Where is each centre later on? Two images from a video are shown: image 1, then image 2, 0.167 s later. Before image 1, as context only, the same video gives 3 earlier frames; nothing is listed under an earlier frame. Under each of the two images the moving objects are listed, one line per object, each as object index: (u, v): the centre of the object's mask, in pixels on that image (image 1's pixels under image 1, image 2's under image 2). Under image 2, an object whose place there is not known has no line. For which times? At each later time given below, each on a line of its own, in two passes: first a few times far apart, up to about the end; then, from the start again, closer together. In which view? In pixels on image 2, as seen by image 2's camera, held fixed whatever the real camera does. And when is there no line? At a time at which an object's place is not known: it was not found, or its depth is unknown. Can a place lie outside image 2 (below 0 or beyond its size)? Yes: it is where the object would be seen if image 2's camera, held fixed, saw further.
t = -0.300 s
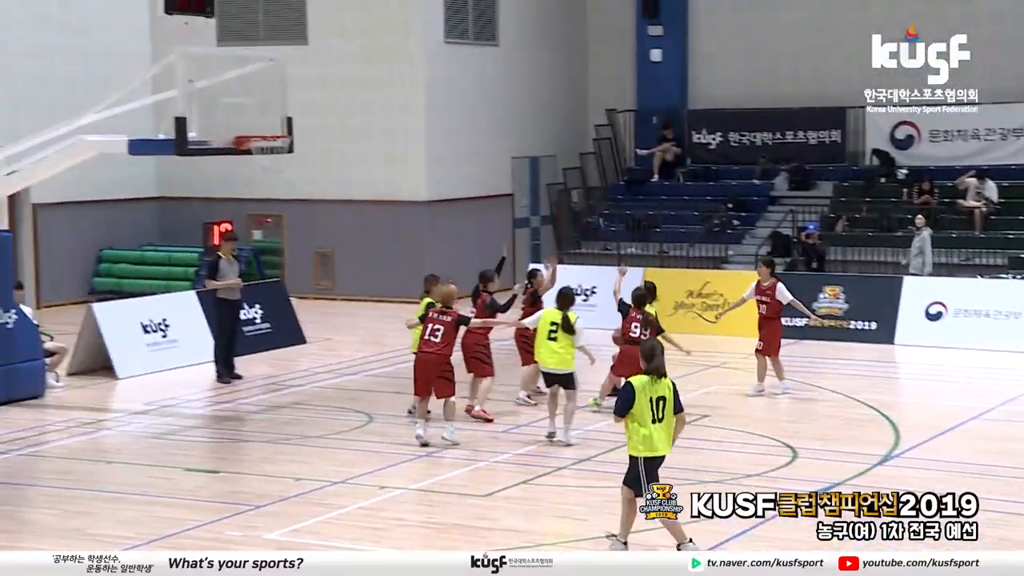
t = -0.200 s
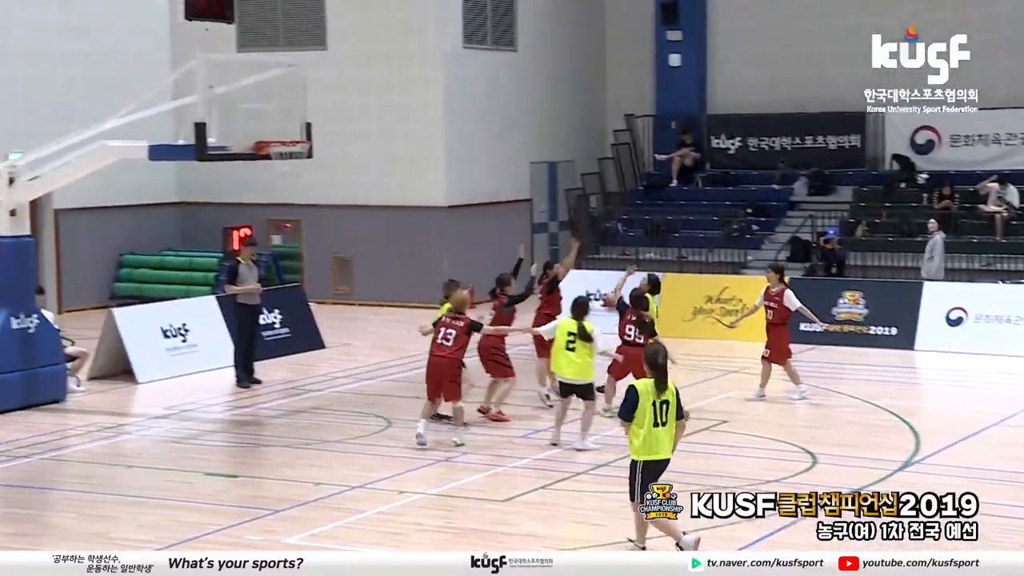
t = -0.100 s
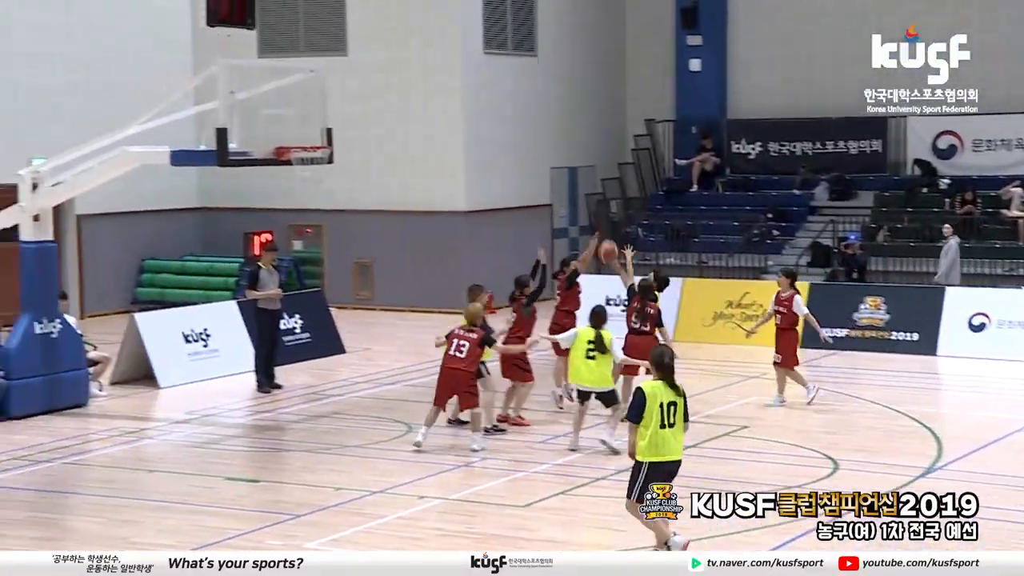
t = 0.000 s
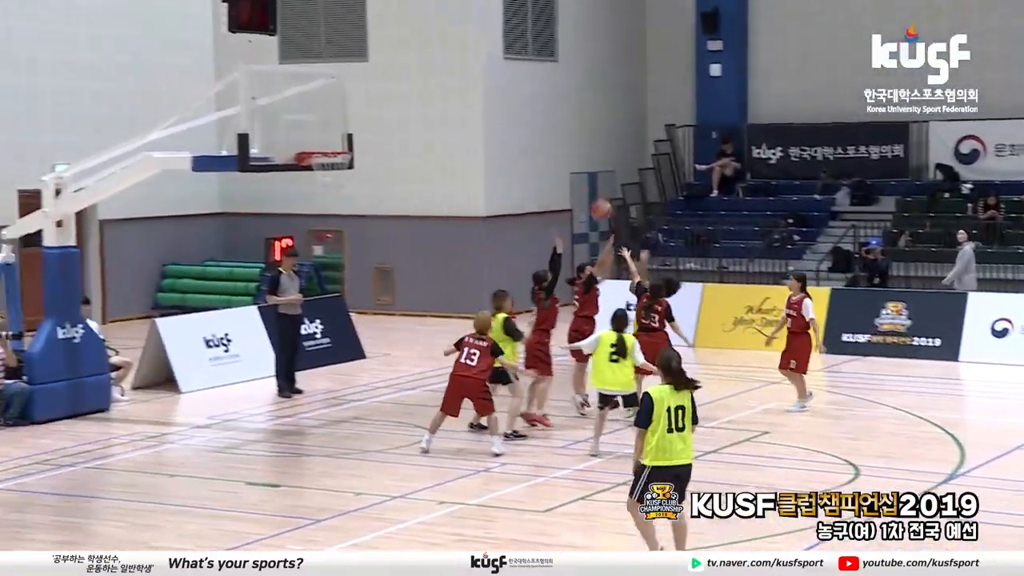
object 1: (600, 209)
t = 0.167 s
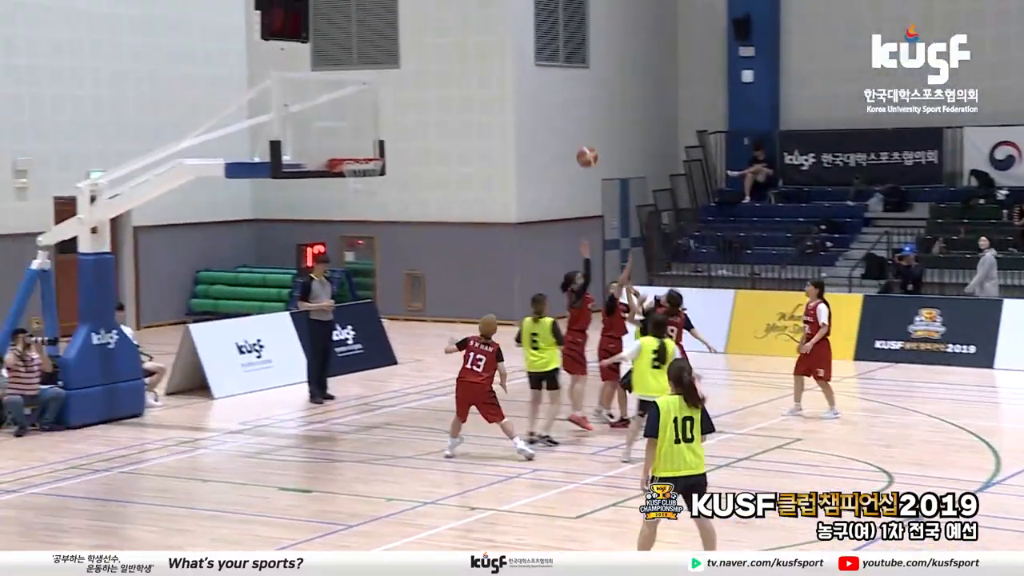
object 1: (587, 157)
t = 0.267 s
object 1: (560, 132)
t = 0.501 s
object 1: (497, 109)
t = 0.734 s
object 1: (433, 135)
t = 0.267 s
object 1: (560, 132)
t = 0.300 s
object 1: (551, 126)
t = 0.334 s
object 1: (542, 121)
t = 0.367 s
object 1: (532, 116)
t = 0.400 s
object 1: (523, 113)
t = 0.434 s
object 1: (515, 110)
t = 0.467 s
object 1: (506, 109)
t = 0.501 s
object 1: (497, 109)
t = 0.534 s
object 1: (487, 109)
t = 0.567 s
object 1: (478, 111)
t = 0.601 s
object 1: (469, 114)
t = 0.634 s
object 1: (460, 117)
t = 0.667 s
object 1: (451, 122)
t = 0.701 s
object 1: (442, 128)
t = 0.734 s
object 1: (433, 135)
